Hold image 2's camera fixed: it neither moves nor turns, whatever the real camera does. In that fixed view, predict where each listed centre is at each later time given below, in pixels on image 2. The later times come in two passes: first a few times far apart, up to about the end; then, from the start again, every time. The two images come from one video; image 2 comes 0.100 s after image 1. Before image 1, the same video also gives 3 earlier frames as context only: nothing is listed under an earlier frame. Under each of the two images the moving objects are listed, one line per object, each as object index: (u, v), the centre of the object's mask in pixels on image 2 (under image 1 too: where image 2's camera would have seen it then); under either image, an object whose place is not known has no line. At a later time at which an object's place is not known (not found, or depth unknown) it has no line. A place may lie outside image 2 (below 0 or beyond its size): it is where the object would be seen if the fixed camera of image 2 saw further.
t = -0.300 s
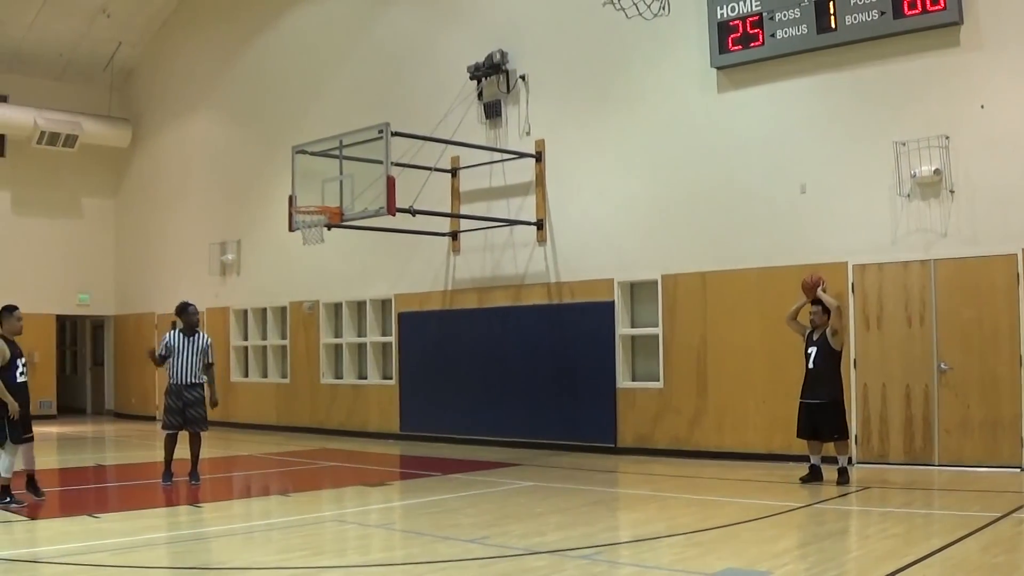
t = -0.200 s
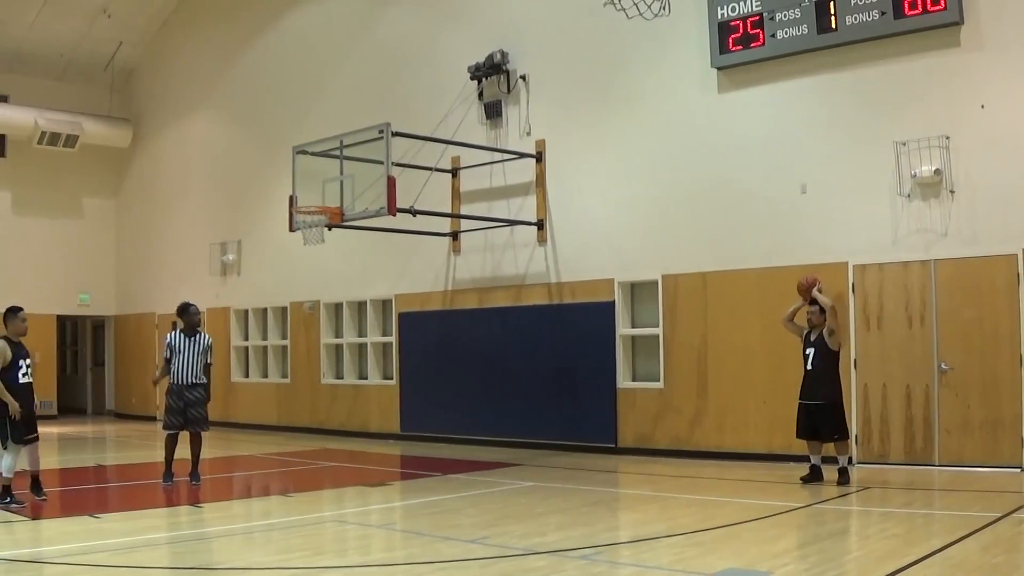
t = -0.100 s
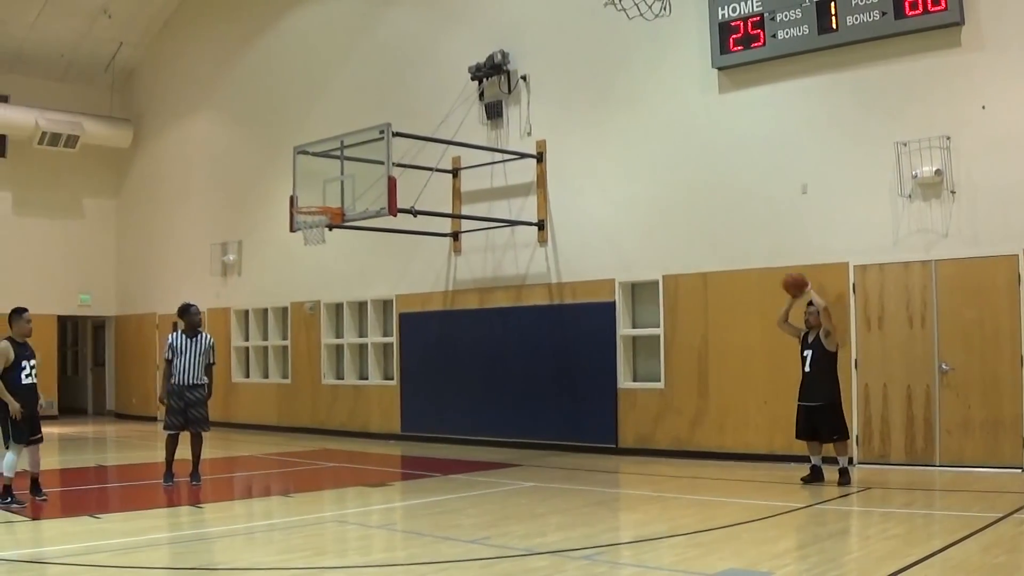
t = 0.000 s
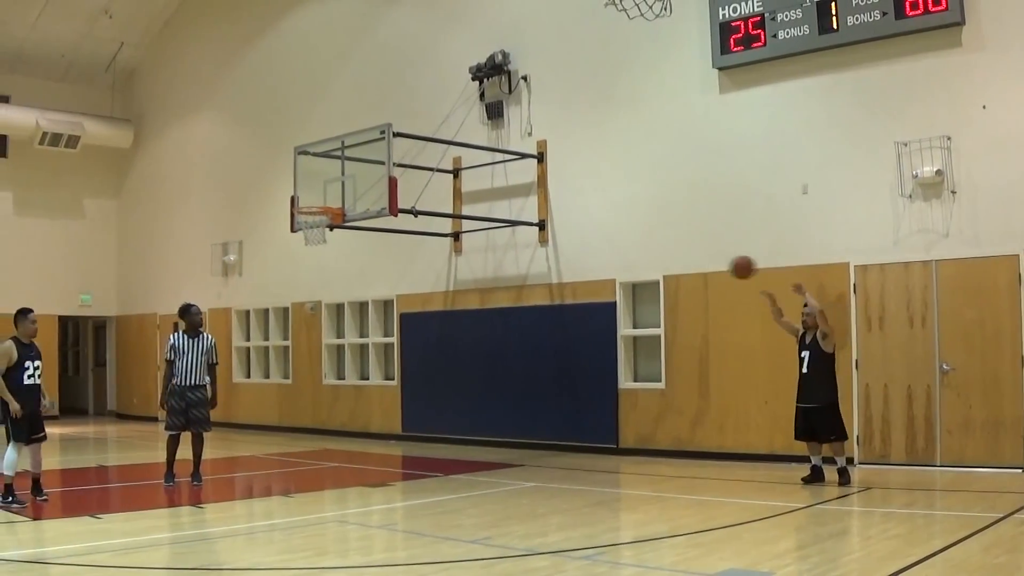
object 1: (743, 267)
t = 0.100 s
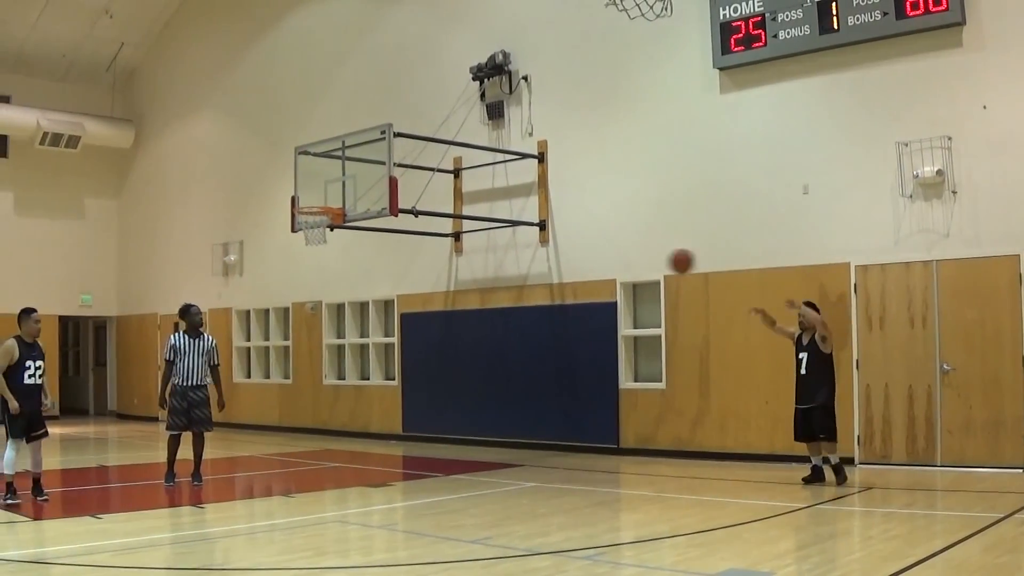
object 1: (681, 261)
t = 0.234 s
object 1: (597, 269)
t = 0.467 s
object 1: (448, 331)
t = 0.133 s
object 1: (660, 261)
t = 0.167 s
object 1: (639, 263)
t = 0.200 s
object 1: (618, 266)
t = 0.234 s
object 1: (597, 269)
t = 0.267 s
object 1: (576, 275)
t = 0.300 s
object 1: (555, 281)
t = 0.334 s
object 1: (534, 289)
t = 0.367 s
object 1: (512, 299)
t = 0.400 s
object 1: (490, 310)
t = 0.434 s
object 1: (469, 320)
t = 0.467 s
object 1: (448, 331)
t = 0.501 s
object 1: (427, 345)
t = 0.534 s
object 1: (408, 359)
